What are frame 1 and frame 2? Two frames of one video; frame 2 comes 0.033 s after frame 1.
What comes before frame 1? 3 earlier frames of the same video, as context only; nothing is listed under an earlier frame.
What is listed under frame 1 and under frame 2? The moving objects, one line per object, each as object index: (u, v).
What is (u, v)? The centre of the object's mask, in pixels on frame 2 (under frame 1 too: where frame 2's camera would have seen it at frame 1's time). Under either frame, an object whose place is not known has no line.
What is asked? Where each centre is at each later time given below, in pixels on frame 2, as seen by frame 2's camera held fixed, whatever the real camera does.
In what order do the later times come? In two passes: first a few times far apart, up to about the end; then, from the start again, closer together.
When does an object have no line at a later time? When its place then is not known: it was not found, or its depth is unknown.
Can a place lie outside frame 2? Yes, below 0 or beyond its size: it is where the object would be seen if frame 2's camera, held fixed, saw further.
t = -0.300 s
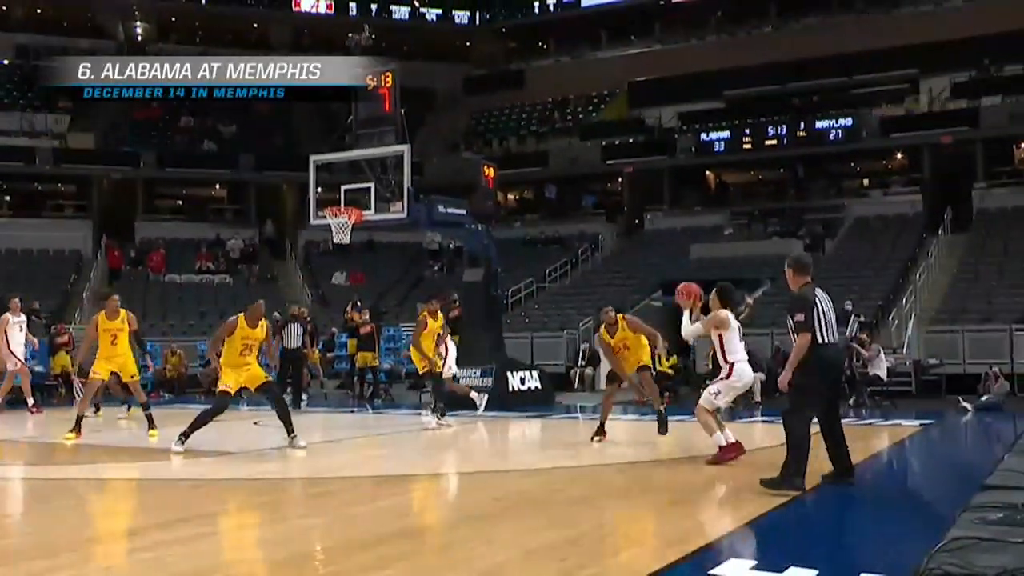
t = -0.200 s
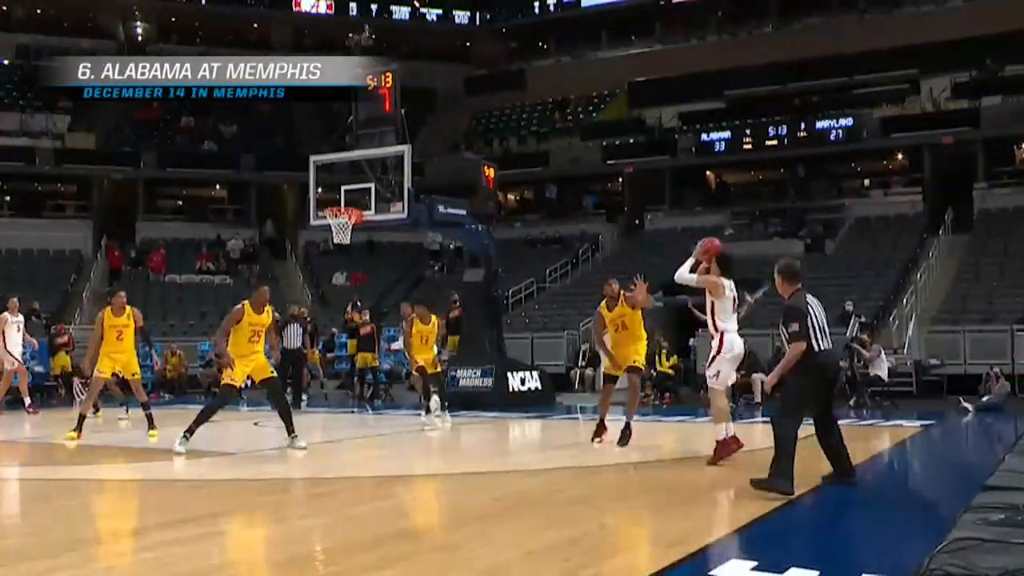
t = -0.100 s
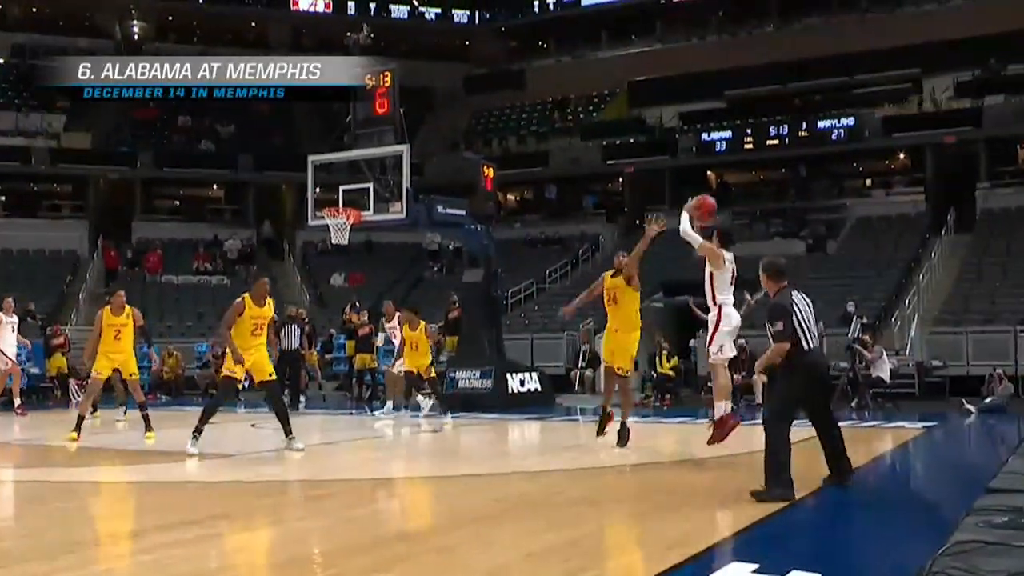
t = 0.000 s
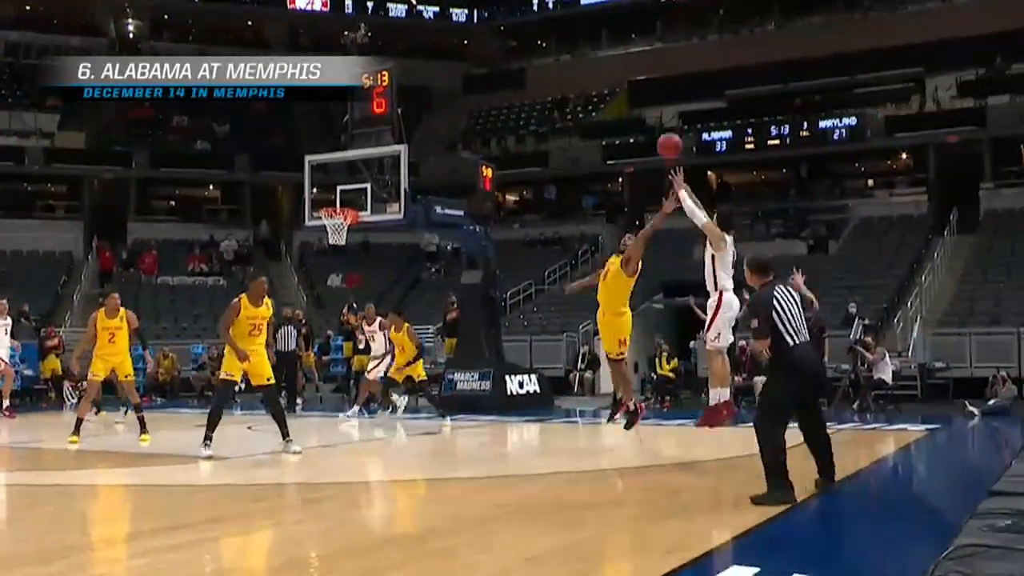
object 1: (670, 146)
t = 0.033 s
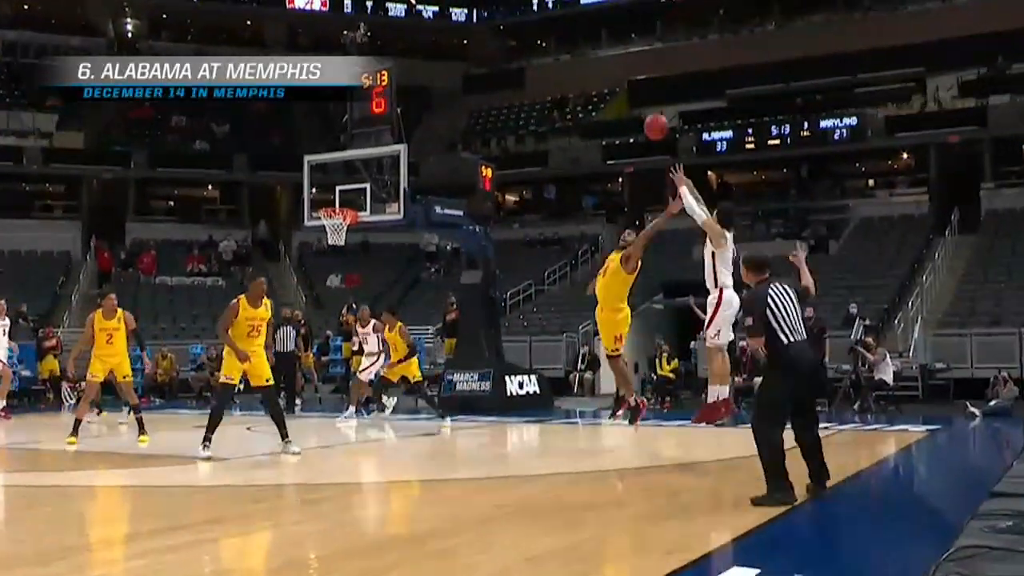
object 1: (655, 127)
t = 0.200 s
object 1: (593, 59)
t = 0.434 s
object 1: (524, 15)
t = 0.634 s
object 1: (474, 22)
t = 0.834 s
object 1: (428, 49)
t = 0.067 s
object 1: (643, 111)
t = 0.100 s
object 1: (629, 95)
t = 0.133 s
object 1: (616, 83)
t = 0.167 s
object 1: (605, 71)
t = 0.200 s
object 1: (593, 59)
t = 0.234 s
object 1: (583, 48)
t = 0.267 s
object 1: (572, 40)
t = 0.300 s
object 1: (562, 33)
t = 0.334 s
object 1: (551, 26)
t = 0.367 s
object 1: (542, 20)
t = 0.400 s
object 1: (533, 18)
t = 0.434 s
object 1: (524, 15)
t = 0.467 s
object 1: (514, 15)
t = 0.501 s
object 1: (506, 17)
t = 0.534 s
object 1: (497, 13)
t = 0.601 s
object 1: (481, 20)
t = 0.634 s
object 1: (474, 22)
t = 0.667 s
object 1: (465, 24)
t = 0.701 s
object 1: (456, 25)
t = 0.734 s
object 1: (449, 28)
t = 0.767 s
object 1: (442, 35)
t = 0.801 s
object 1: (435, 42)
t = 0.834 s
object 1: (428, 49)
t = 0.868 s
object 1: (422, 58)
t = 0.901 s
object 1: (415, 66)
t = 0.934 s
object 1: (409, 75)
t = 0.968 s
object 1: (404, 84)
